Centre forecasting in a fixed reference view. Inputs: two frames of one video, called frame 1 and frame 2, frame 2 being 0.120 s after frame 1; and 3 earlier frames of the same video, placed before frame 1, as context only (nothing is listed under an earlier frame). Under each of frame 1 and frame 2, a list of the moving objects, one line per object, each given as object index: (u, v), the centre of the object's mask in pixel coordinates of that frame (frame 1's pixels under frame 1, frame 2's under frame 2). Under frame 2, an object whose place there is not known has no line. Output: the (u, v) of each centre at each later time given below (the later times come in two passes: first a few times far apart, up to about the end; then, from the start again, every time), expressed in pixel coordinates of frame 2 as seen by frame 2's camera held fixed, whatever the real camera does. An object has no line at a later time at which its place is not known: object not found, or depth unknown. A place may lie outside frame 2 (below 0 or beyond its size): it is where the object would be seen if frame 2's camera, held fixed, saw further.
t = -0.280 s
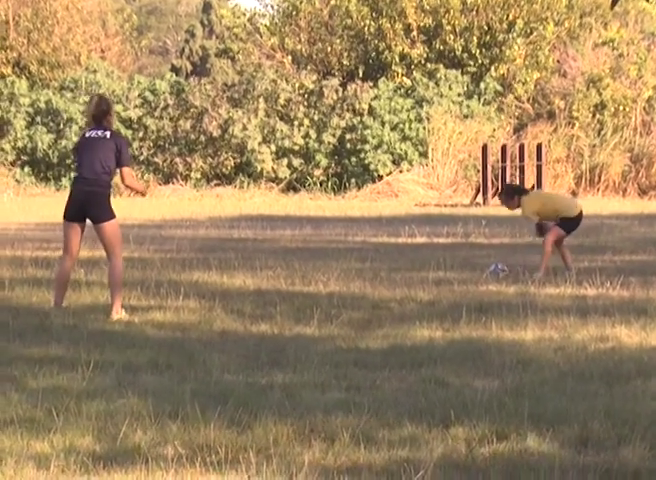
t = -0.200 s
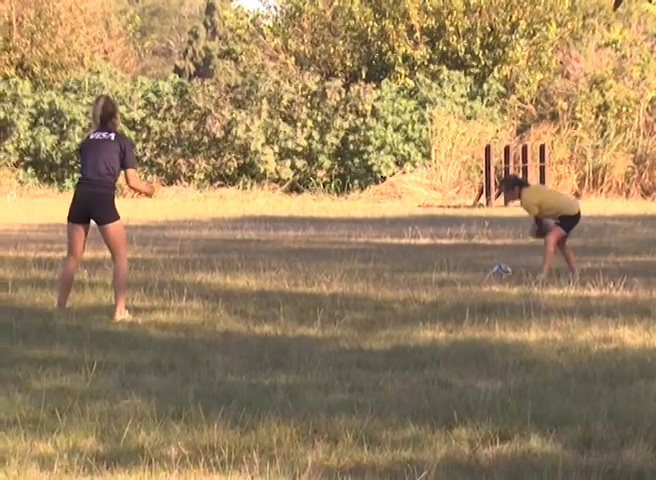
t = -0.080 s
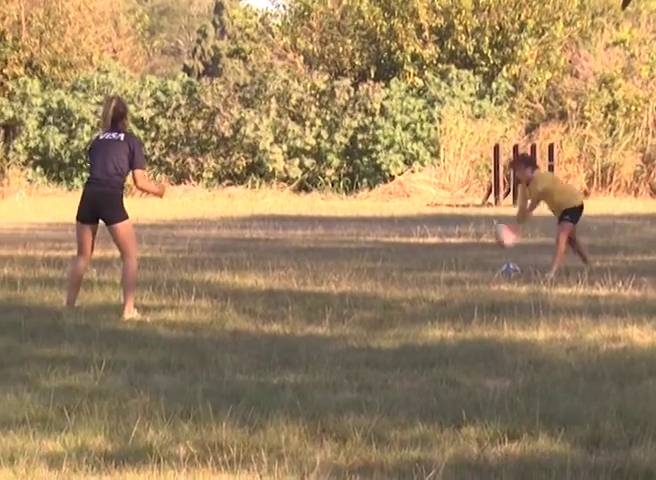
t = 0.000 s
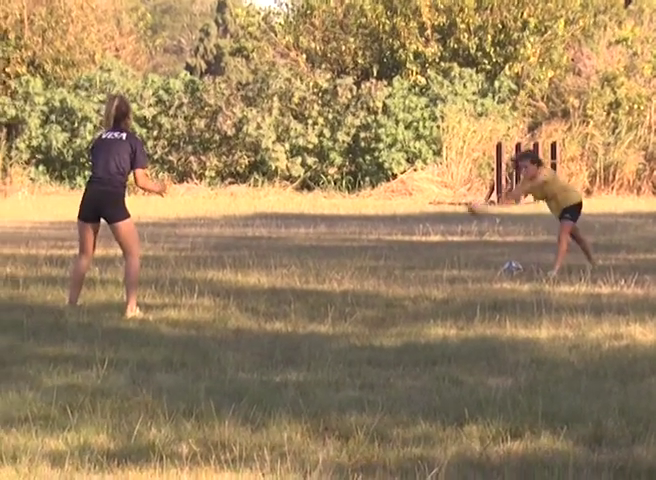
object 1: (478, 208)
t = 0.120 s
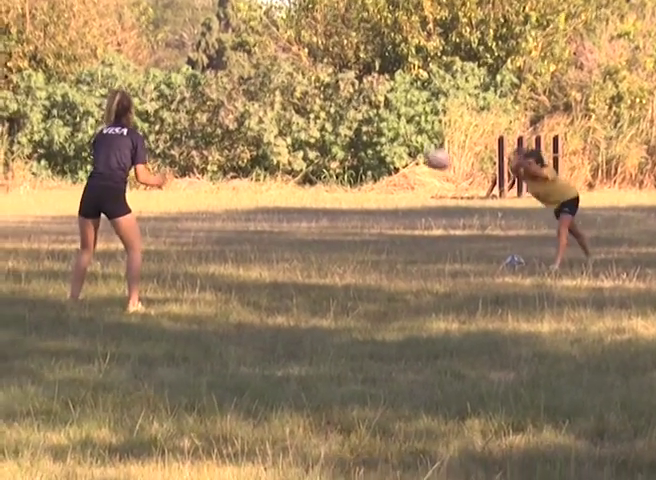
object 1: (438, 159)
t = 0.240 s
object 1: (397, 134)
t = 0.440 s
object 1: (323, 128)
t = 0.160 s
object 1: (425, 151)
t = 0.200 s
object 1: (410, 143)
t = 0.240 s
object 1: (397, 134)
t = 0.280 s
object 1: (382, 130)
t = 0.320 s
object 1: (367, 125)
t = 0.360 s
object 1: (354, 125)
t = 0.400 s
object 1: (339, 126)
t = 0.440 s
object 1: (323, 128)
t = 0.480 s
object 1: (306, 135)
